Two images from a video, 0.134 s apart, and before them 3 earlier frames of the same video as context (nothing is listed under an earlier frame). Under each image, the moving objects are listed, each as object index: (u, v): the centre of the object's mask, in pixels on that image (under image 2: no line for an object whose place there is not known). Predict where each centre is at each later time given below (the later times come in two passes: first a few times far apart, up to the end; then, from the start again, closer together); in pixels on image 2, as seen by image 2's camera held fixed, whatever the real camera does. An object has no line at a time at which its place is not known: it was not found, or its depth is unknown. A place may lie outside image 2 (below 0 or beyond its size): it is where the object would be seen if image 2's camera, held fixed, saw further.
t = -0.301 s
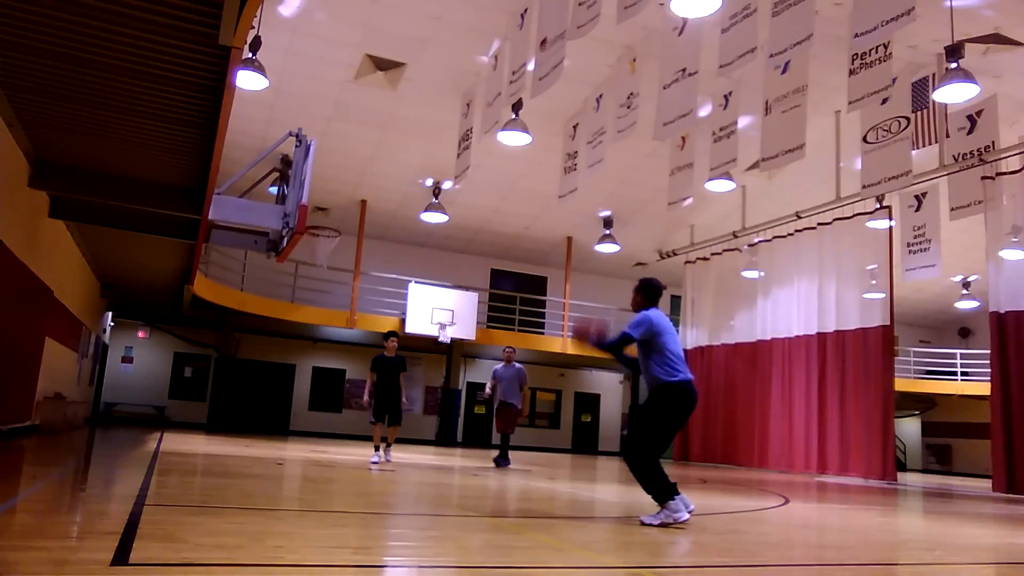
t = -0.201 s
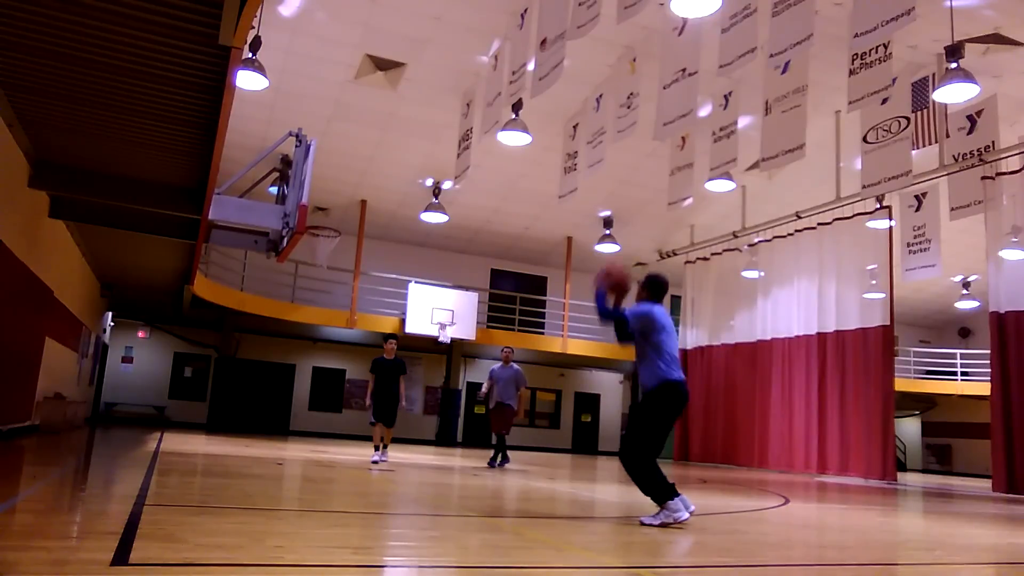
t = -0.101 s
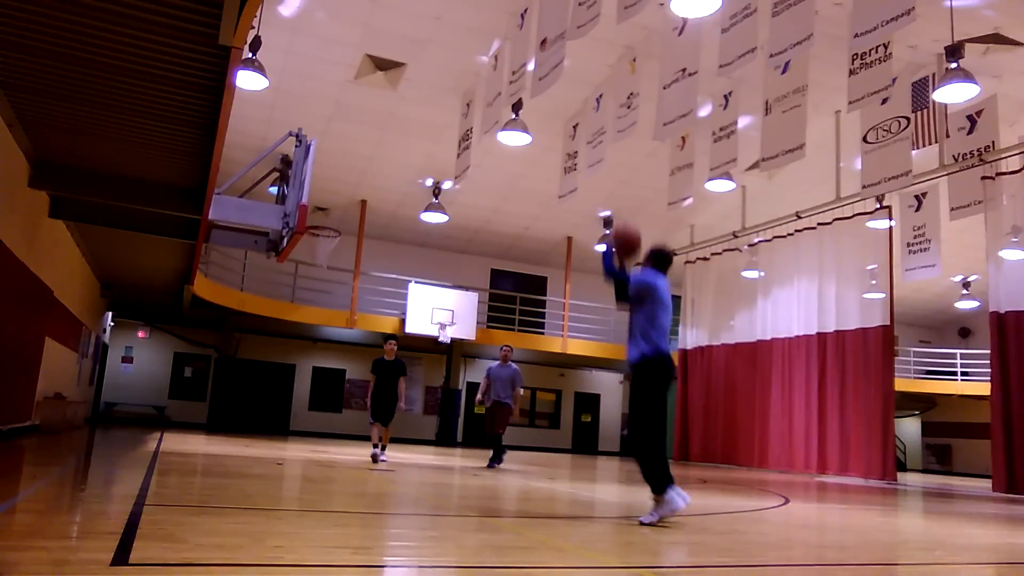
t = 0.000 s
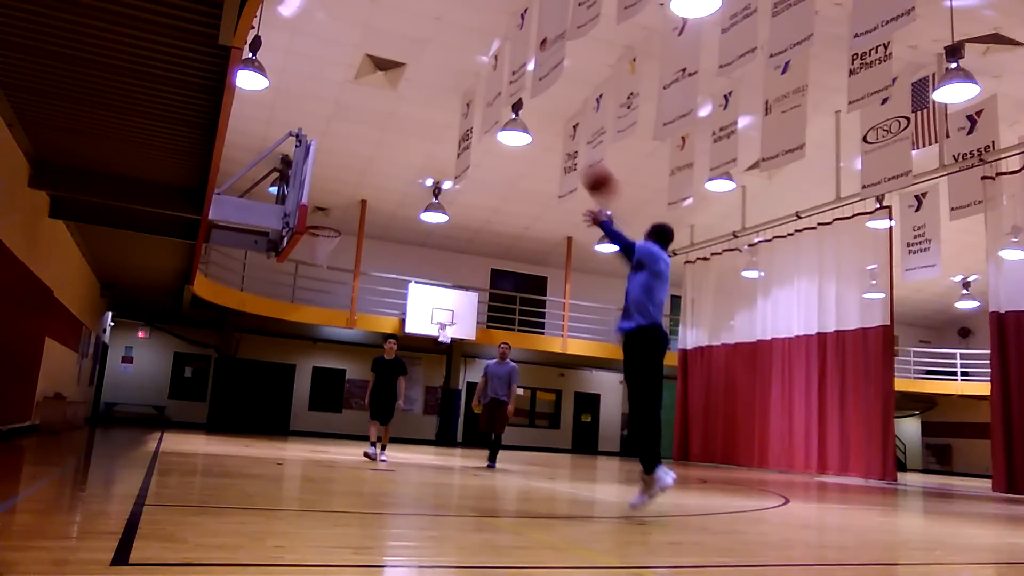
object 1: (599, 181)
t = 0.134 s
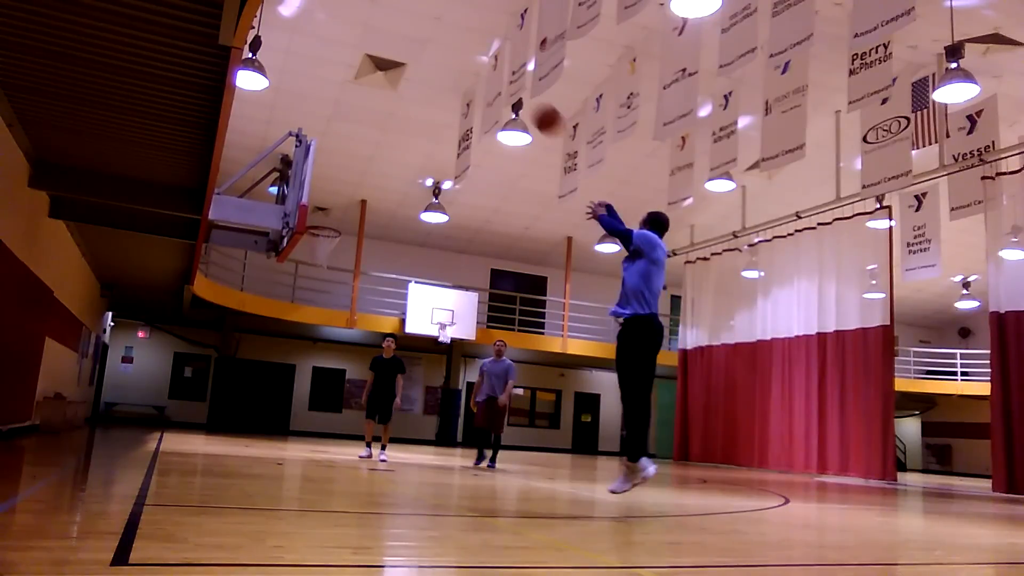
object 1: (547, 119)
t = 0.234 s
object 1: (514, 92)
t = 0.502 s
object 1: (441, 75)
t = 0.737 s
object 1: (389, 108)
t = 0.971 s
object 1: (343, 173)
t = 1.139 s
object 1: (319, 221)
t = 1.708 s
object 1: (313, 286)
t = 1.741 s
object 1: (311, 295)
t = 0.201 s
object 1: (524, 98)
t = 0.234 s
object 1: (514, 92)
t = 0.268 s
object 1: (504, 86)
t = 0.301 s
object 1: (494, 81)
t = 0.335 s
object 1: (484, 77)
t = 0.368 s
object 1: (475, 74)
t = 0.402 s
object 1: (467, 73)
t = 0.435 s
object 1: (458, 73)
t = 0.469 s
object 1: (450, 73)
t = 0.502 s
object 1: (441, 75)
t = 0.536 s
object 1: (433, 77)
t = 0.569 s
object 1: (426, 80)
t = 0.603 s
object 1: (418, 85)
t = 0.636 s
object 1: (410, 89)
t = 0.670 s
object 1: (403, 94)
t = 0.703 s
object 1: (396, 101)
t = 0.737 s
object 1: (389, 108)
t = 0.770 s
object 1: (382, 115)
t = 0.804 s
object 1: (375, 123)
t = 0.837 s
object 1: (369, 131)
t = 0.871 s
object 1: (362, 141)
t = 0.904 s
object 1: (356, 151)
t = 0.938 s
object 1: (349, 161)
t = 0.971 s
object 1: (343, 173)
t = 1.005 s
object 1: (337, 184)
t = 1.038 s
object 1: (330, 197)
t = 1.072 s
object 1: (324, 210)
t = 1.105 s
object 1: (319, 220)
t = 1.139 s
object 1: (319, 221)
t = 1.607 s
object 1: (315, 265)
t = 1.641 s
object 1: (315, 272)
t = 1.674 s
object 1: (314, 277)
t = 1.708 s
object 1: (313, 286)
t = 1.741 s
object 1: (311, 295)
